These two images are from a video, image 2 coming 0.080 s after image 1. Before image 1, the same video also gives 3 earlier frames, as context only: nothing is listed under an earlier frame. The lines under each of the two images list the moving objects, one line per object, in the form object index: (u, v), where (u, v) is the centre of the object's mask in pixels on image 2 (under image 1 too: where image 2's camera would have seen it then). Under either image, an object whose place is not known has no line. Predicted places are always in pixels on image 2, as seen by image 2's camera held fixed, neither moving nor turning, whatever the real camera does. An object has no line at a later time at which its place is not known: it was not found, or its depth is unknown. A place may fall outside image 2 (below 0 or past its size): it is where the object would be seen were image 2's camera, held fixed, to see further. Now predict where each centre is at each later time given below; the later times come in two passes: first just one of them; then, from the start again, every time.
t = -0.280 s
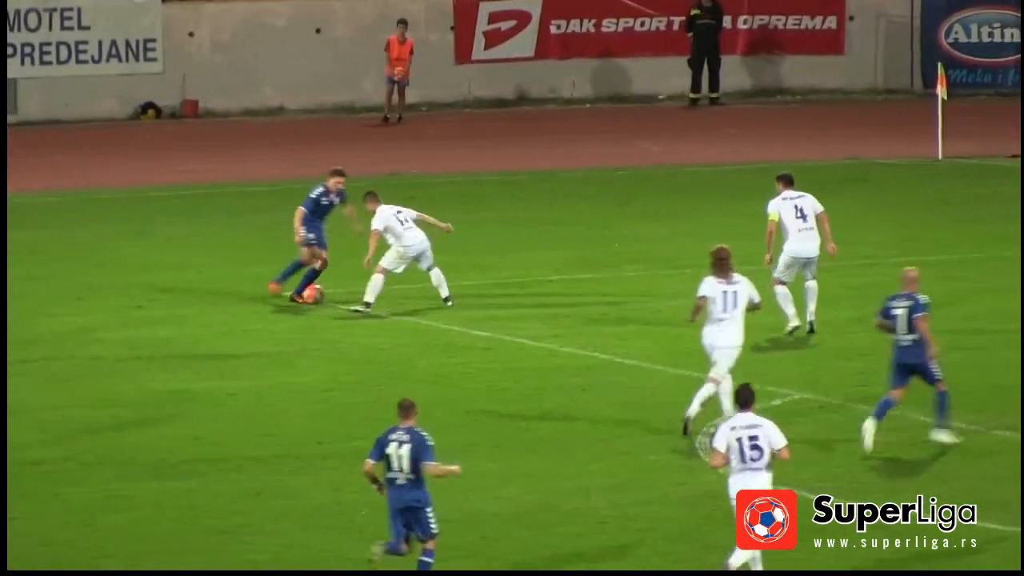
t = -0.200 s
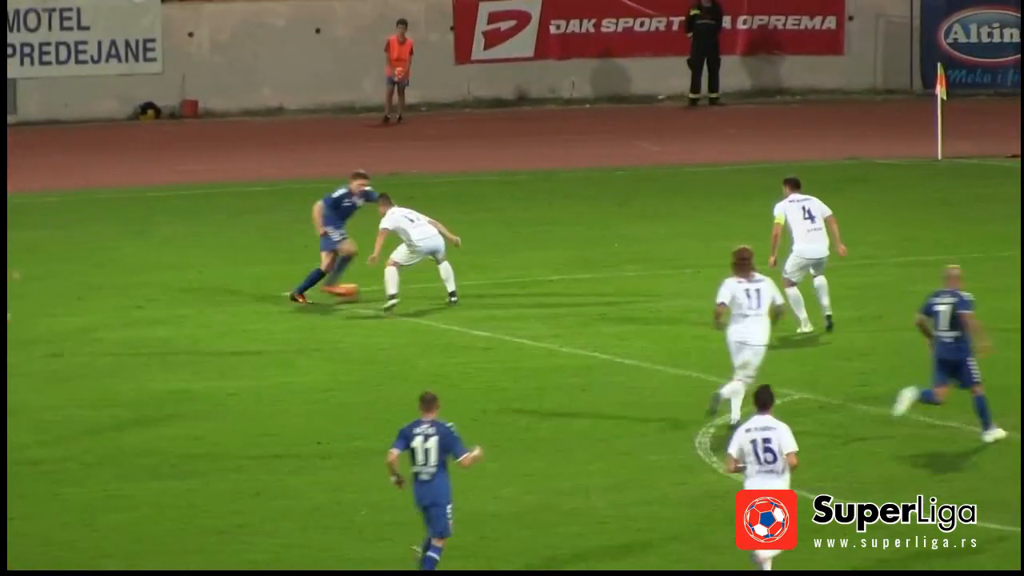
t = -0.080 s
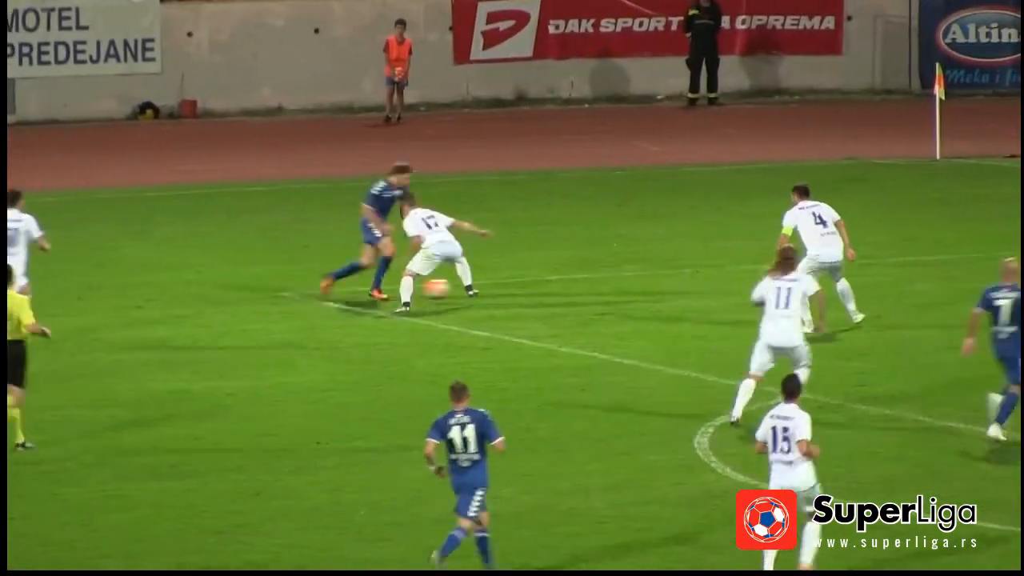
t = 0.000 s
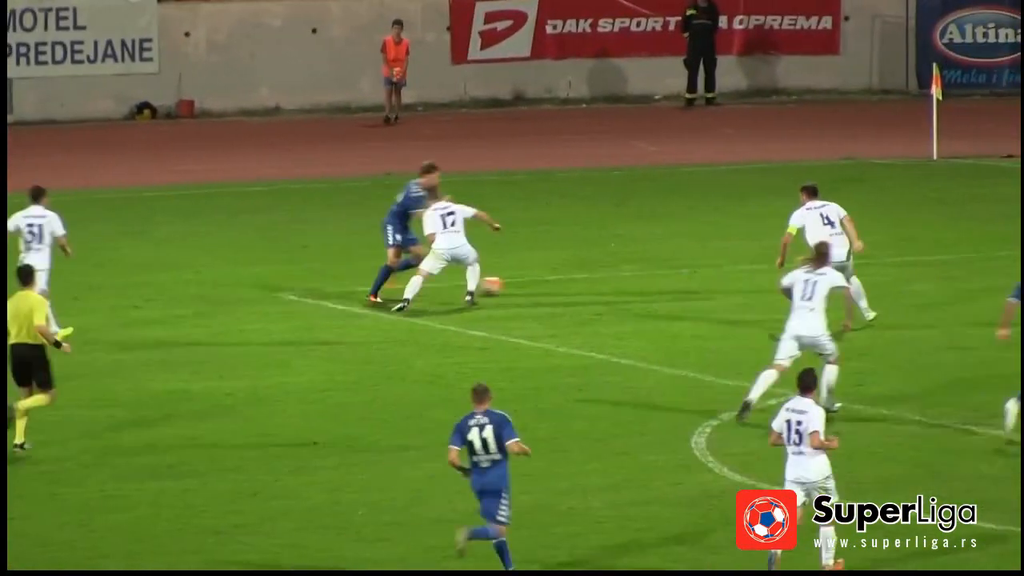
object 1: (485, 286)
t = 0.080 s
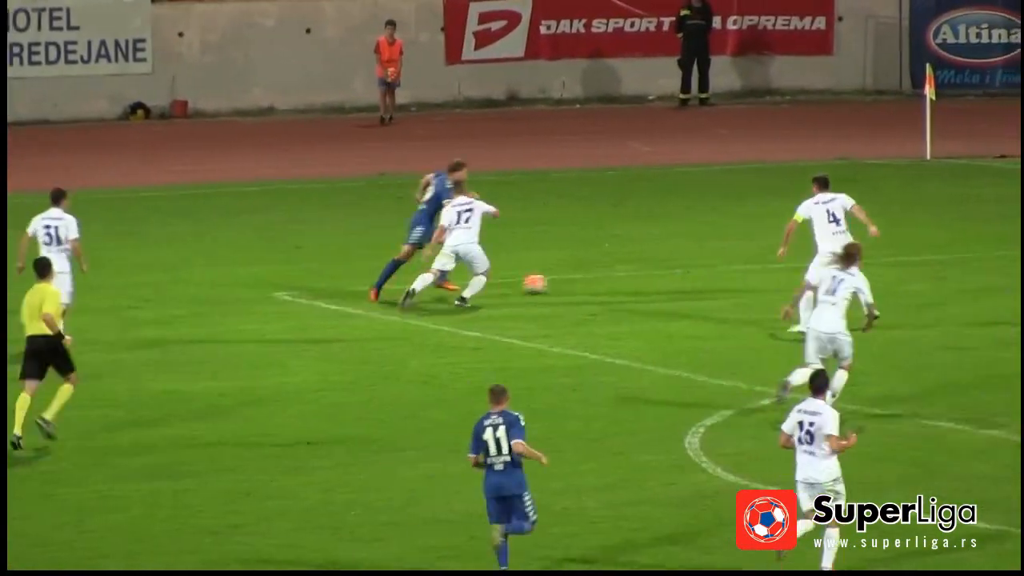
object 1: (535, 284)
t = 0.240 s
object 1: (623, 280)
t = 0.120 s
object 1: (559, 283)
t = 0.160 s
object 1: (581, 282)
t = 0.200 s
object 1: (602, 281)
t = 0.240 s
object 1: (623, 280)
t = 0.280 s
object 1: (642, 279)
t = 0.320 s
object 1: (660, 278)
